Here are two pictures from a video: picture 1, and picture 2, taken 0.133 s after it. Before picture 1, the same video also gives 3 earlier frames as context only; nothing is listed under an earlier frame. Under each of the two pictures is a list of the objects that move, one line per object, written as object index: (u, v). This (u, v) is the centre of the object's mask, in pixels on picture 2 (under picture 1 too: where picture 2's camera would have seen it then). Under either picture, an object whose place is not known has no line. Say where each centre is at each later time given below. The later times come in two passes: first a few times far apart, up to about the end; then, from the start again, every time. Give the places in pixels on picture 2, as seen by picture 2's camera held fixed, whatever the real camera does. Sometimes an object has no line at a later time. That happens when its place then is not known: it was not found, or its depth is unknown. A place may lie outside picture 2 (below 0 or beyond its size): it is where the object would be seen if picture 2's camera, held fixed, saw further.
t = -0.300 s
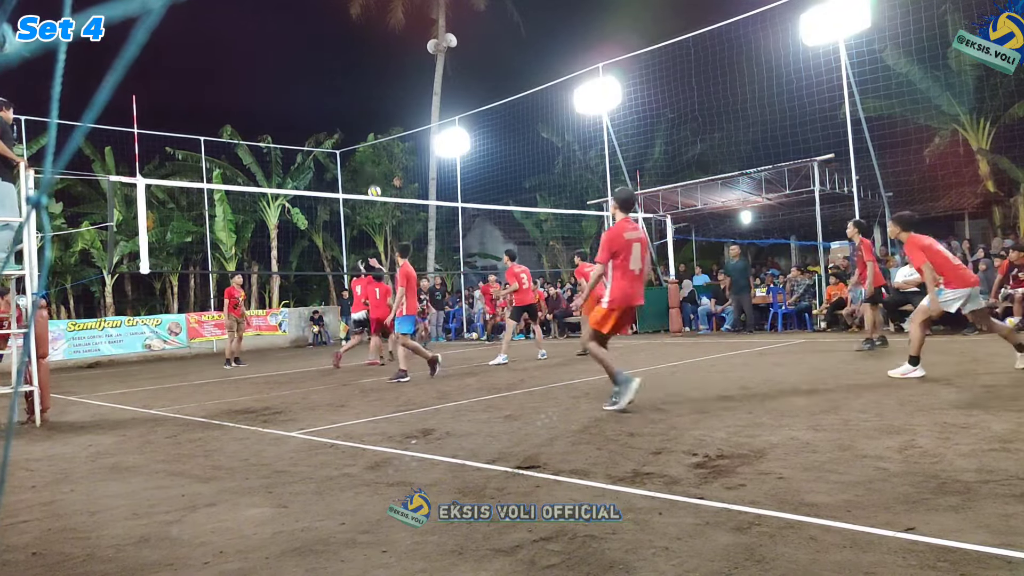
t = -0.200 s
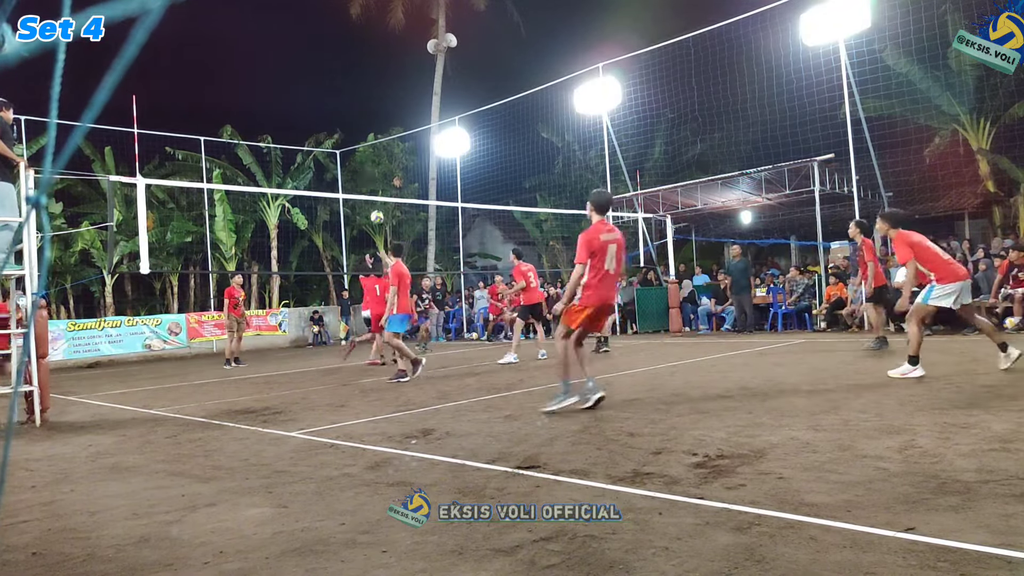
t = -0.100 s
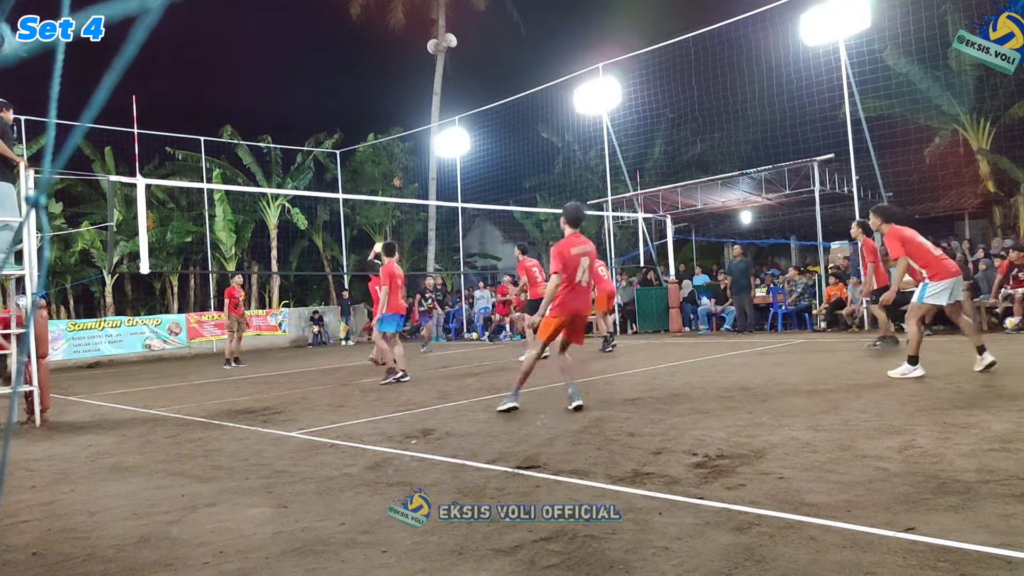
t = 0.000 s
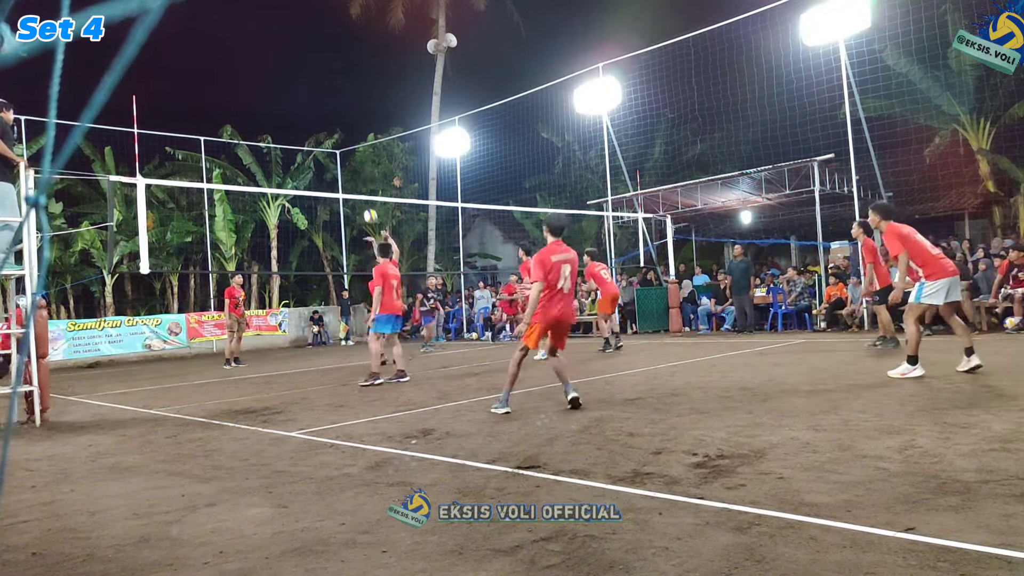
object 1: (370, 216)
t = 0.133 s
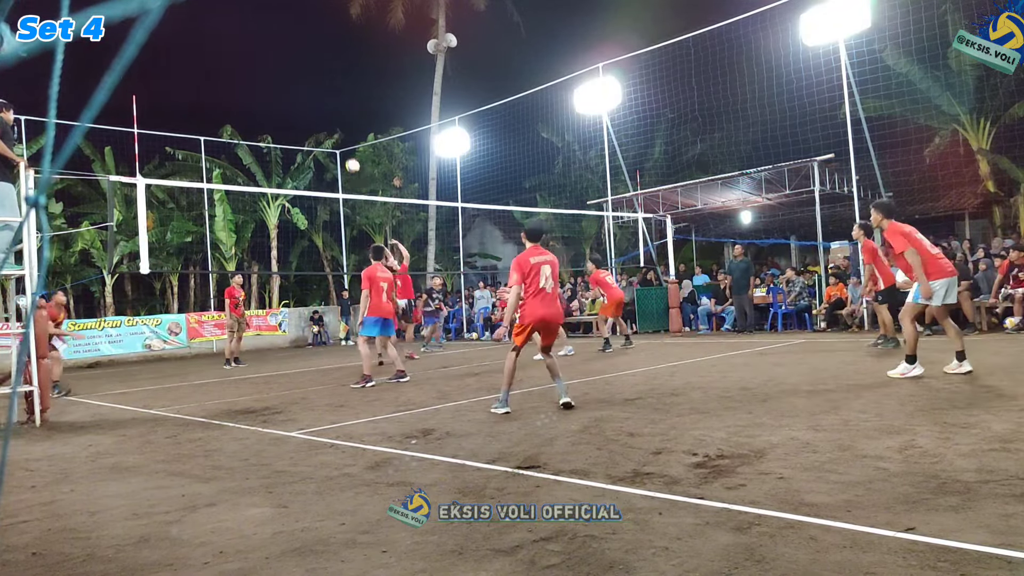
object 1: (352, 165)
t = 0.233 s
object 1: (339, 134)
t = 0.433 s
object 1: (311, 87)
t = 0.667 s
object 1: (279, 62)
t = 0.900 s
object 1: (246, 71)
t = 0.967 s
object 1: (237, 81)
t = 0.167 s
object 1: (348, 155)
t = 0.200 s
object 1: (343, 144)
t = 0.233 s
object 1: (339, 134)
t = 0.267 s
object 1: (334, 125)
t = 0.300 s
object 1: (330, 116)
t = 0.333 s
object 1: (325, 108)
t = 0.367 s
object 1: (320, 100)
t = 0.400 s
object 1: (316, 93)
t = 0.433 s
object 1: (311, 87)
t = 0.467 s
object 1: (306, 82)
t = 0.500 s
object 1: (302, 77)
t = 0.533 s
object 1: (297, 72)
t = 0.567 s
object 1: (293, 69)
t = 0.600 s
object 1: (288, 65)
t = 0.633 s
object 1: (283, 63)
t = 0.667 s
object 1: (279, 62)
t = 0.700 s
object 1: (274, 60)
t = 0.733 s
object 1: (270, 60)
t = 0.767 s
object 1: (265, 61)
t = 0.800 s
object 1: (260, 62)
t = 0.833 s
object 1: (256, 64)
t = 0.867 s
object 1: (251, 67)
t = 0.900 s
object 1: (246, 71)
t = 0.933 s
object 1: (242, 75)
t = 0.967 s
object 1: (237, 81)
